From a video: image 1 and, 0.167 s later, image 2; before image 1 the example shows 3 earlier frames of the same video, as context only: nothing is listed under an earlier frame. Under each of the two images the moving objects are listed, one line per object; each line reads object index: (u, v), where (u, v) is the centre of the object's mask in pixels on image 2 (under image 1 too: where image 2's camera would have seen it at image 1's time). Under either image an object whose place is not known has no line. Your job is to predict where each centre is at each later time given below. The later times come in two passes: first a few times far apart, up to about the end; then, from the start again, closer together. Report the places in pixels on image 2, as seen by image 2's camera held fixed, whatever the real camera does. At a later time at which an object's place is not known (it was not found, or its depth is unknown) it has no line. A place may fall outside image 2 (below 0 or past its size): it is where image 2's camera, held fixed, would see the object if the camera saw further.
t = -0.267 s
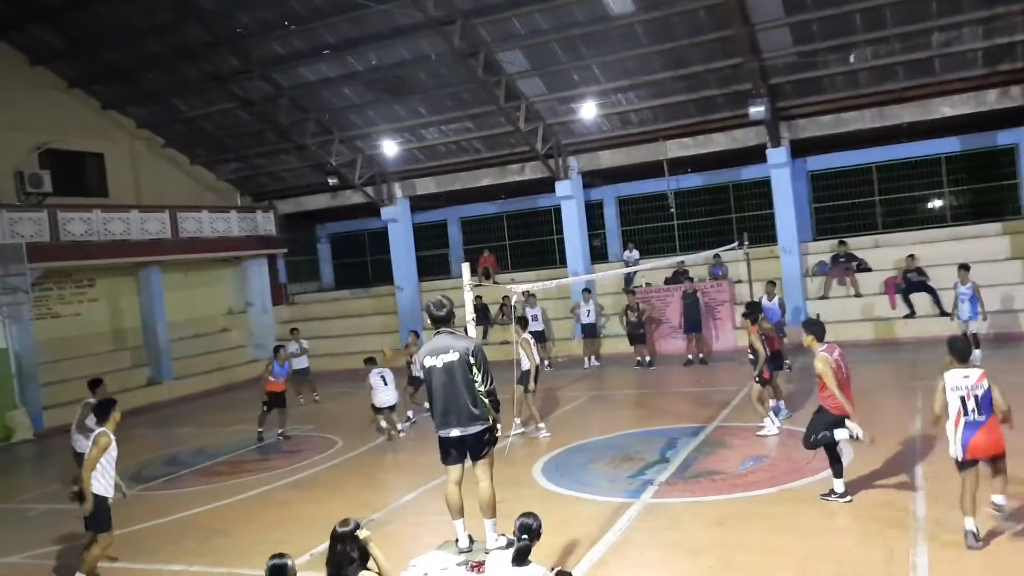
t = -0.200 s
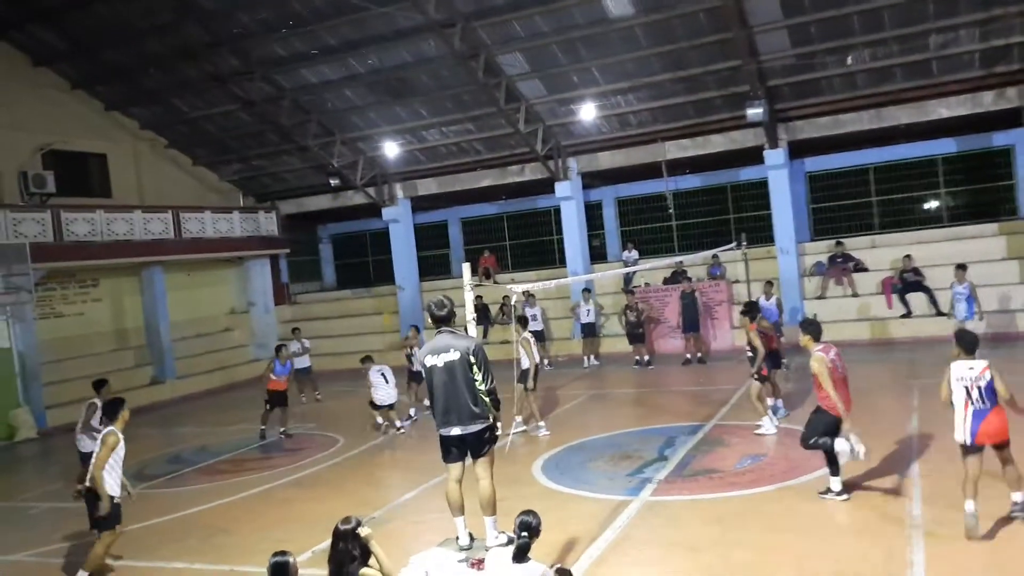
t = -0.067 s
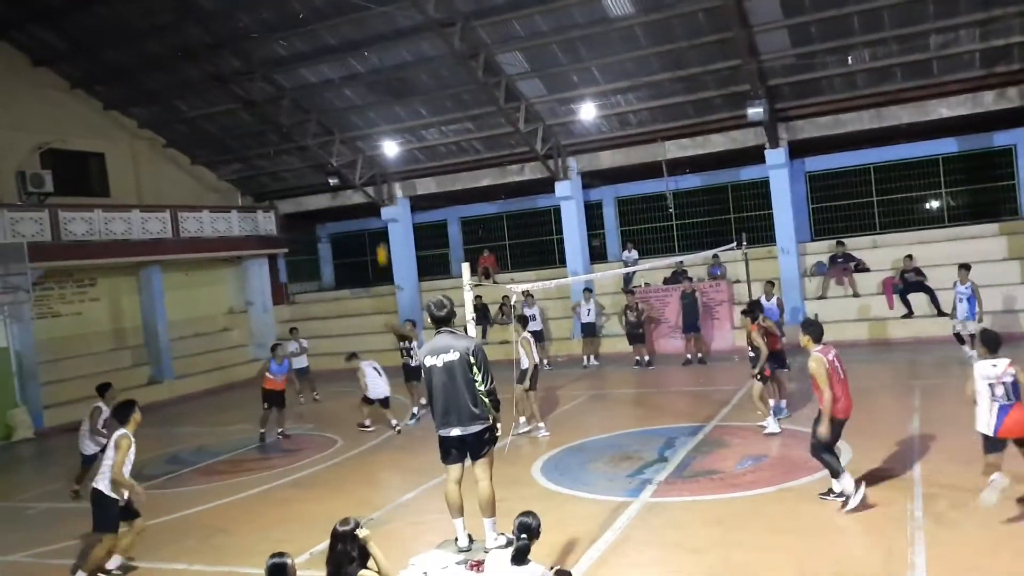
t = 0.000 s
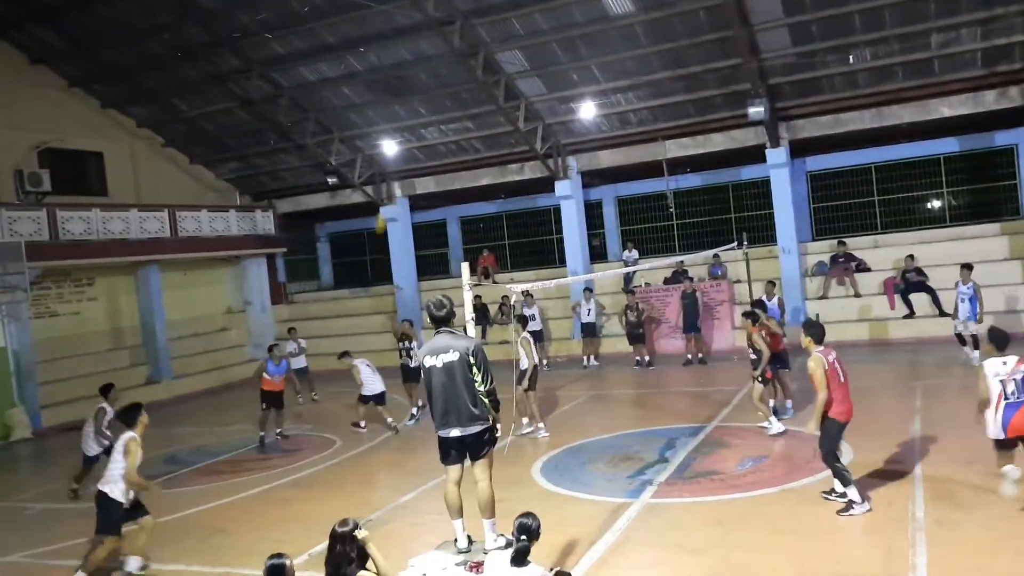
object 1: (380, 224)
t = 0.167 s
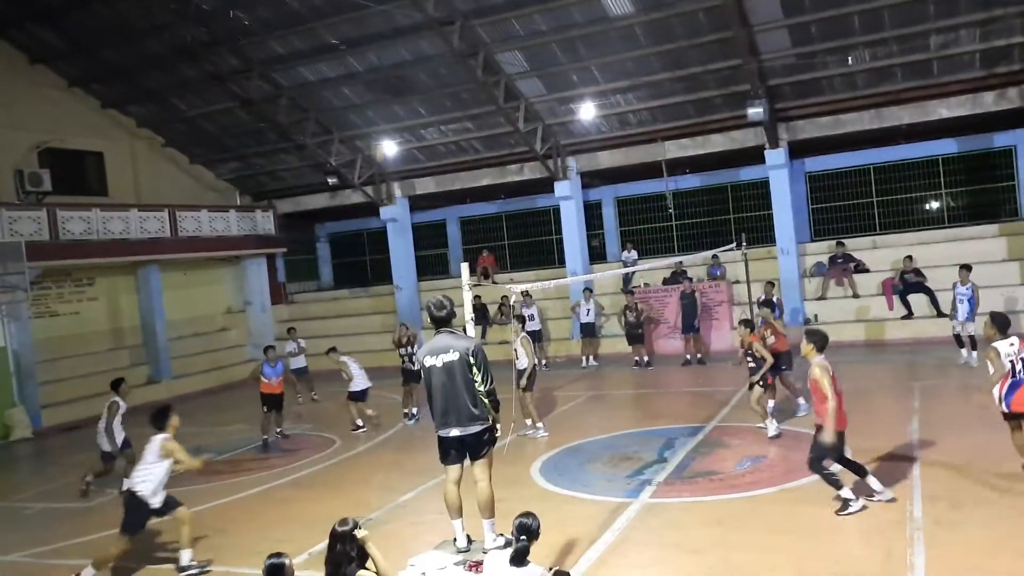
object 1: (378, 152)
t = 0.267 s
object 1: (378, 114)
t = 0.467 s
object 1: (383, 59)
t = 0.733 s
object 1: (394, 21)
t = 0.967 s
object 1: (410, 33)
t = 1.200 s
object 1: (434, 98)
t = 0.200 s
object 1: (377, 139)
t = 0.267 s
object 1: (378, 114)
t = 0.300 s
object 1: (379, 103)
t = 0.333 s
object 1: (379, 93)
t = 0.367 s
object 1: (380, 84)
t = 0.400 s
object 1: (381, 75)
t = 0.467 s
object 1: (383, 59)
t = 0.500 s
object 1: (384, 51)
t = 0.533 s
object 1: (385, 44)
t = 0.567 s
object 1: (386, 39)
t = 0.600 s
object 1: (387, 34)
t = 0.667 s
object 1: (390, 26)
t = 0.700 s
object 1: (392, 23)
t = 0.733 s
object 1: (394, 21)
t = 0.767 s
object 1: (396, 21)
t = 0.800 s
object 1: (398, 20)
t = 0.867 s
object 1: (402, 23)
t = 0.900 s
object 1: (405, 26)
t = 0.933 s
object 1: (408, 29)
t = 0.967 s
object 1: (410, 33)
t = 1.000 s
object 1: (413, 39)
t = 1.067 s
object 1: (420, 54)
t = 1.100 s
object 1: (423, 63)
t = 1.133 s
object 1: (427, 74)
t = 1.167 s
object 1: (430, 85)
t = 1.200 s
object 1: (434, 98)
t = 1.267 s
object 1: (442, 127)
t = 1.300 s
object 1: (447, 144)
